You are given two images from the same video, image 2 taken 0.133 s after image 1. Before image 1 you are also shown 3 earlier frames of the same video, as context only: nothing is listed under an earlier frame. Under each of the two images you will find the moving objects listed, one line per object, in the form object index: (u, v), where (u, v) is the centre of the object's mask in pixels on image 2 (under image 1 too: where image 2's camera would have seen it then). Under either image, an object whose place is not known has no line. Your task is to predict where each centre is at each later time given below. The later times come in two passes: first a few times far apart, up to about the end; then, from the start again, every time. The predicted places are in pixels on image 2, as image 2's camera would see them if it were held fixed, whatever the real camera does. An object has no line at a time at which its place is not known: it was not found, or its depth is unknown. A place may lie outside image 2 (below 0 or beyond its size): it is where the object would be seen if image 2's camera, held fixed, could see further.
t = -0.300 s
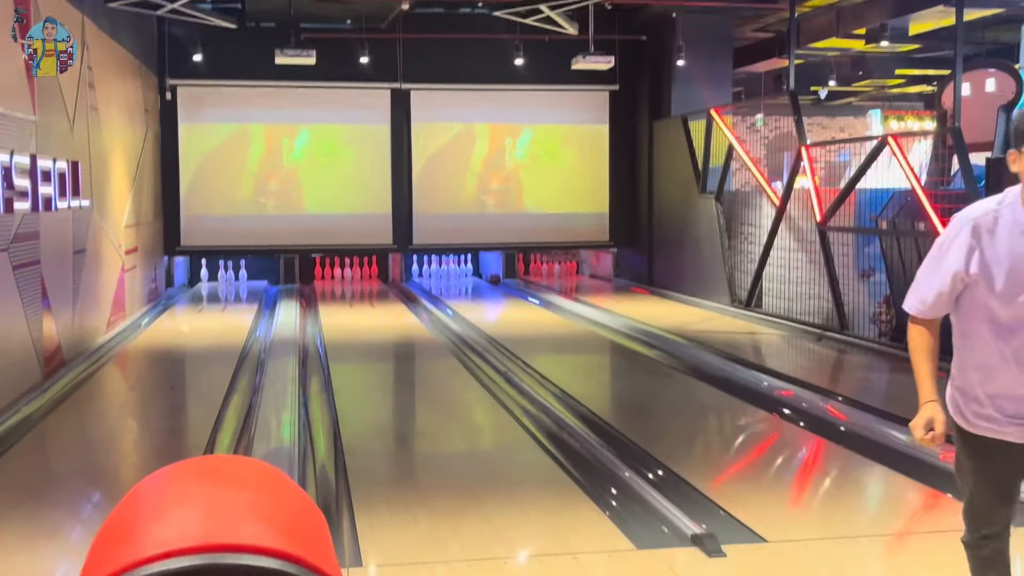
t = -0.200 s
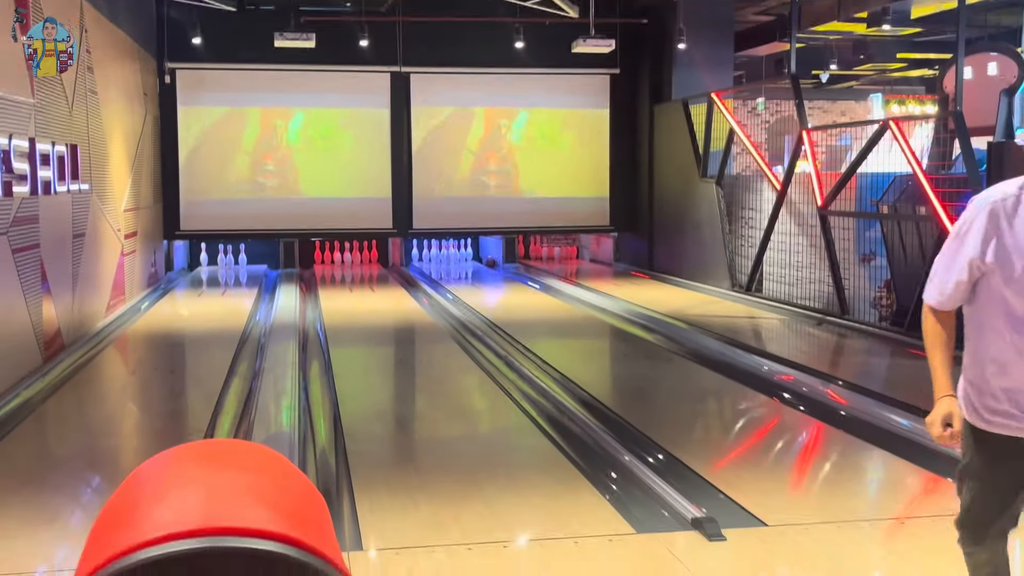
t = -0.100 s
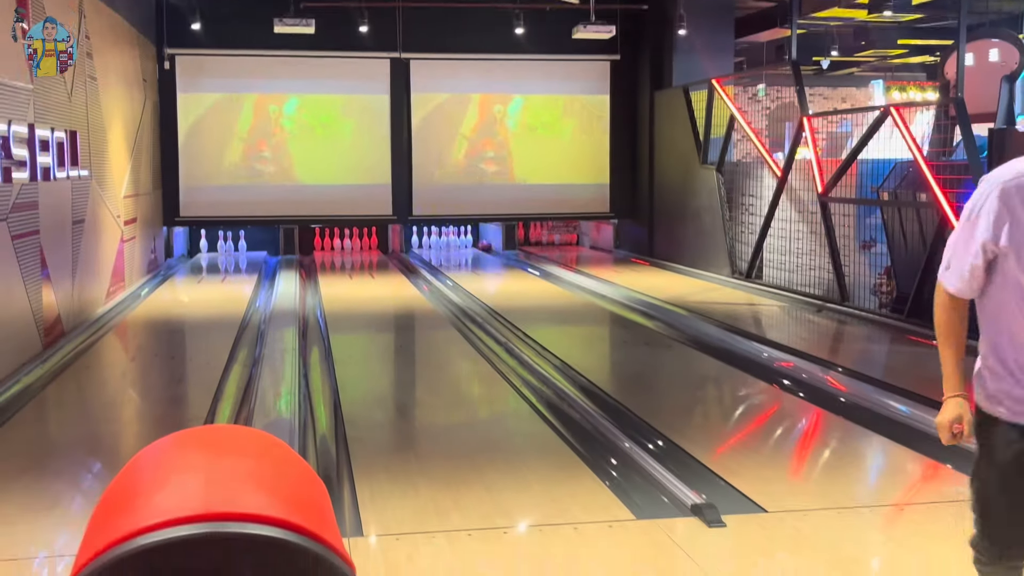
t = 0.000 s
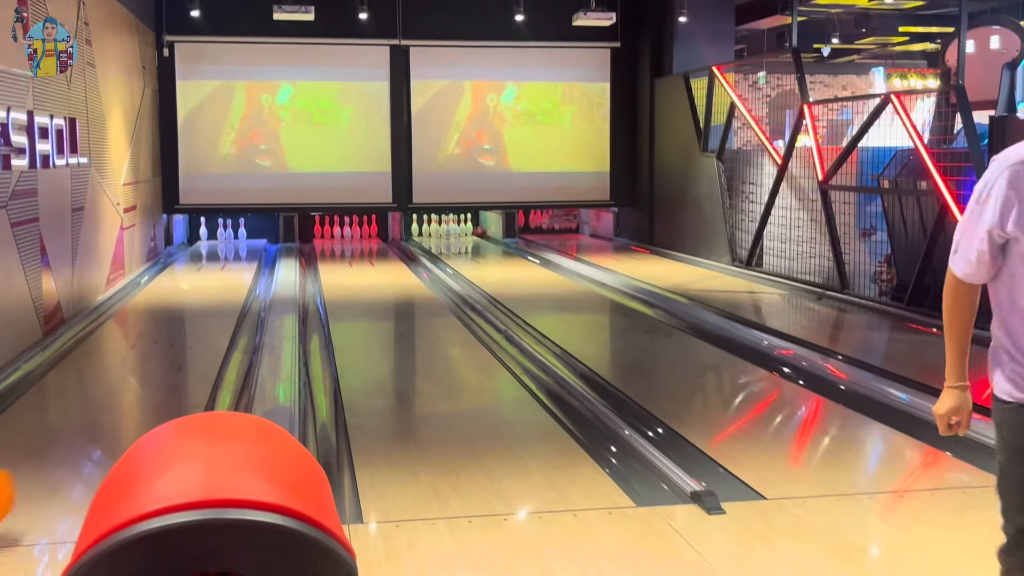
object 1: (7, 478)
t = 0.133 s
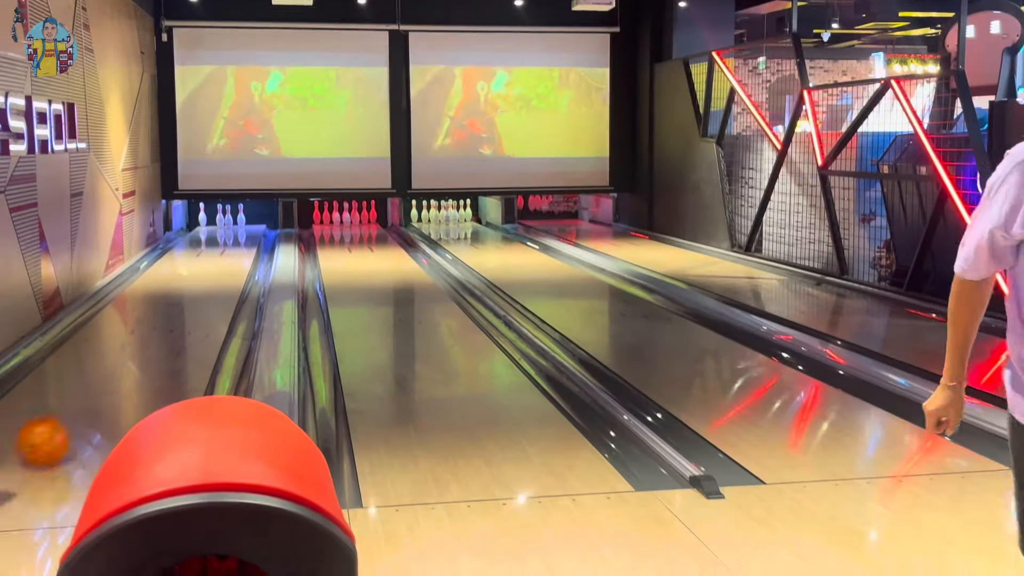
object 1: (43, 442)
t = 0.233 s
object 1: (75, 406)
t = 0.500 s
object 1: (130, 343)
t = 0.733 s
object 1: (159, 310)
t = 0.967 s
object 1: (180, 287)
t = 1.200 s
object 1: (194, 271)
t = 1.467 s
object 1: (206, 255)
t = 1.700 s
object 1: (213, 245)
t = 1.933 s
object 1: (219, 238)
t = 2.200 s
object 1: (224, 230)
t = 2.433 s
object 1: (227, 225)
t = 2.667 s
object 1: (232, 221)
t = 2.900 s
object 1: (228, 219)
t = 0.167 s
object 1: (55, 428)
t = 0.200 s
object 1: (65, 416)
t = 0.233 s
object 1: (75, 406)
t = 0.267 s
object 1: (83, 395)
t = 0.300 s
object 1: (92, 387)
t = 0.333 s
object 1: (99, 378)
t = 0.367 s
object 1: (107, 370)
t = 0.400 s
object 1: (113, 363)
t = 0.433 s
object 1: (119, 355)
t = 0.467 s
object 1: (125, 349)
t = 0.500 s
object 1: (130, 343)
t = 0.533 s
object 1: (135, 337)
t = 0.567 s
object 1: (140, 332)
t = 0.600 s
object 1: (144, 327)
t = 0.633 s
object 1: (148, 322)
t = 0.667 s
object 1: (152, 318)
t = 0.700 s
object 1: (156, 314)
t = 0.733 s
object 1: (159, 310)
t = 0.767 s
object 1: (162, 306)
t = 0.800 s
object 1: (166, 303)
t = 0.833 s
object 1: (169, 299)
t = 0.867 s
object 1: (172, 296)
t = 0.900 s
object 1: (175, 293)
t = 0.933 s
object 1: (177, 290)
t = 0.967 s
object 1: (180, 287)
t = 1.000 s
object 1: (182, 285)
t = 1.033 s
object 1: (184, 282)
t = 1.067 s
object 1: (186, 279)
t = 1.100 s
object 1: (188, 277)
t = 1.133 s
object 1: (190, 275)
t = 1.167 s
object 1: (192, 273)
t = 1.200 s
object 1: (194, 271)
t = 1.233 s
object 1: (196, 269)
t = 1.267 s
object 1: (197, 266)
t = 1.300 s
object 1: (199, 264)
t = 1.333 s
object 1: (200, 262)
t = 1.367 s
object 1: (202, 260)
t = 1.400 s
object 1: (203, 259)
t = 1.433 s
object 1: (204, 256)
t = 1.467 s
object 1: (206, 255)
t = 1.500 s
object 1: (207, 253)
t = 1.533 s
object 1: (208, 252)
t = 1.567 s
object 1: (209, 250)
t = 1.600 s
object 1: (210, 249)
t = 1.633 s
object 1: (211, 248)
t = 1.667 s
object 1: (212, 247)
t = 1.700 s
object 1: (213, 245)
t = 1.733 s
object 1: (214, 244)
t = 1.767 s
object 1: (214, 243)
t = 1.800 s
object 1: (215, 242)
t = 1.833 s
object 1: (216, 241)
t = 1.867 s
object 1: (217, 239)
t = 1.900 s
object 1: (218, 238)
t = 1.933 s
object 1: (219, 238)
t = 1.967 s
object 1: (219, 237)
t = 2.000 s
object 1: (220, 236)
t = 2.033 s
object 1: (221, 235)
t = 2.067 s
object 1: (222, 233)
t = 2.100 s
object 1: (222, 232)
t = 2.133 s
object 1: (223, 232)
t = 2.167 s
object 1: (224, 231)
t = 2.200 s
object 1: (224, 230)
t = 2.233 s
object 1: (225, 229)
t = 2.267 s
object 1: (225, 228)
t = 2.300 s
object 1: (226, 228)
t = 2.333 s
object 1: (226, 227)
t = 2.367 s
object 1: (226, 227)
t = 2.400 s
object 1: (227, 226)
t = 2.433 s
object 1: (227, 225)
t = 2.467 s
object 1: (228, 224)
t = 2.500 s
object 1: (229, 224)
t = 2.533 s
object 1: (230, 223)
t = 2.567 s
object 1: (230, 222)
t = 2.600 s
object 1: (230, 222)
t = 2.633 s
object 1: (231, 222)
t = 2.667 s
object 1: (232, 221)
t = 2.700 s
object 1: (232, 221)
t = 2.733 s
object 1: (231, 220)
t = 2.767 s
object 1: (230, 220)
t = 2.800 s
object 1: (230, 220)
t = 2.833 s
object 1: (229, 220)
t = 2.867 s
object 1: (228, 219)
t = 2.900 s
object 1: (228, 219)
